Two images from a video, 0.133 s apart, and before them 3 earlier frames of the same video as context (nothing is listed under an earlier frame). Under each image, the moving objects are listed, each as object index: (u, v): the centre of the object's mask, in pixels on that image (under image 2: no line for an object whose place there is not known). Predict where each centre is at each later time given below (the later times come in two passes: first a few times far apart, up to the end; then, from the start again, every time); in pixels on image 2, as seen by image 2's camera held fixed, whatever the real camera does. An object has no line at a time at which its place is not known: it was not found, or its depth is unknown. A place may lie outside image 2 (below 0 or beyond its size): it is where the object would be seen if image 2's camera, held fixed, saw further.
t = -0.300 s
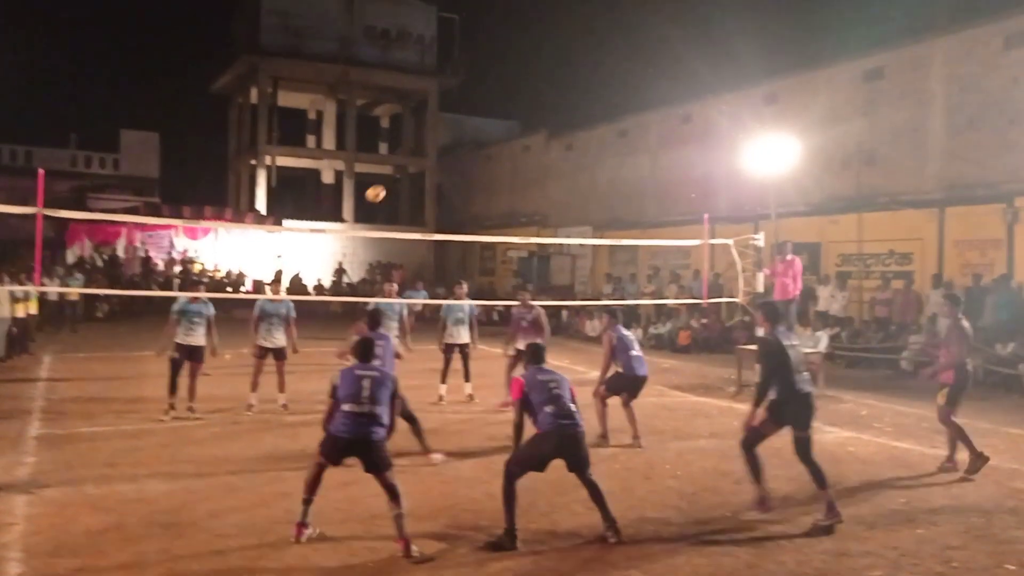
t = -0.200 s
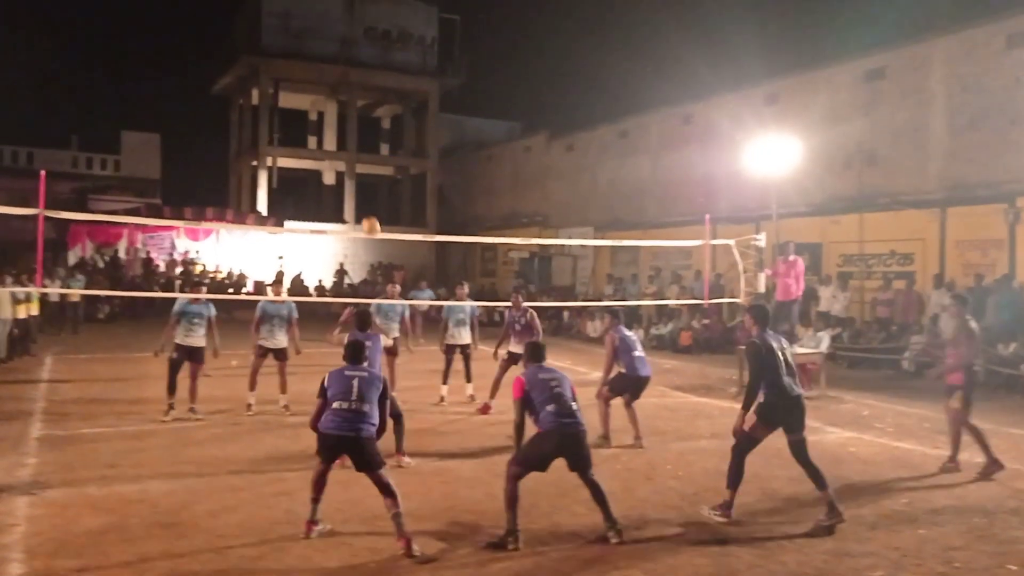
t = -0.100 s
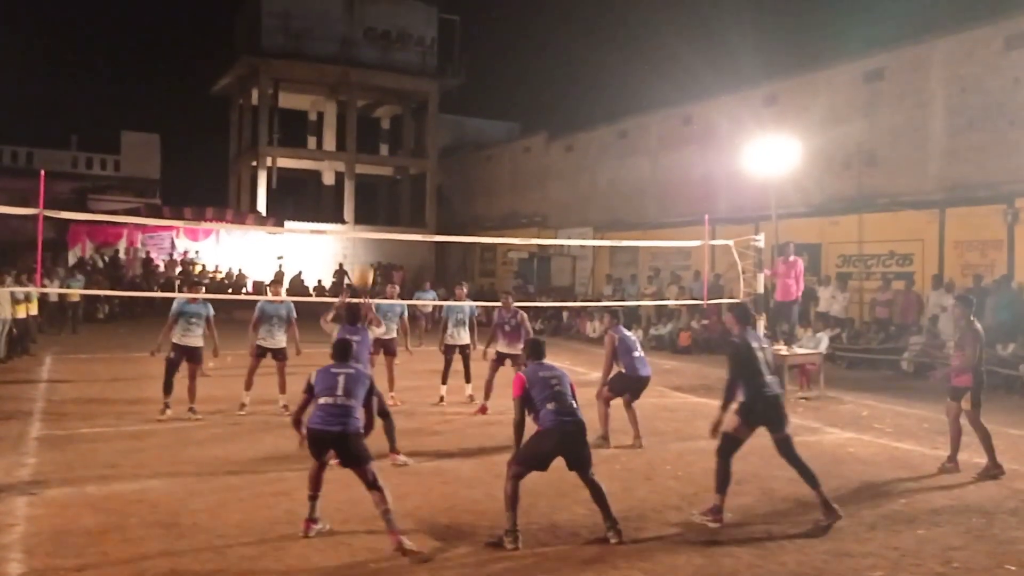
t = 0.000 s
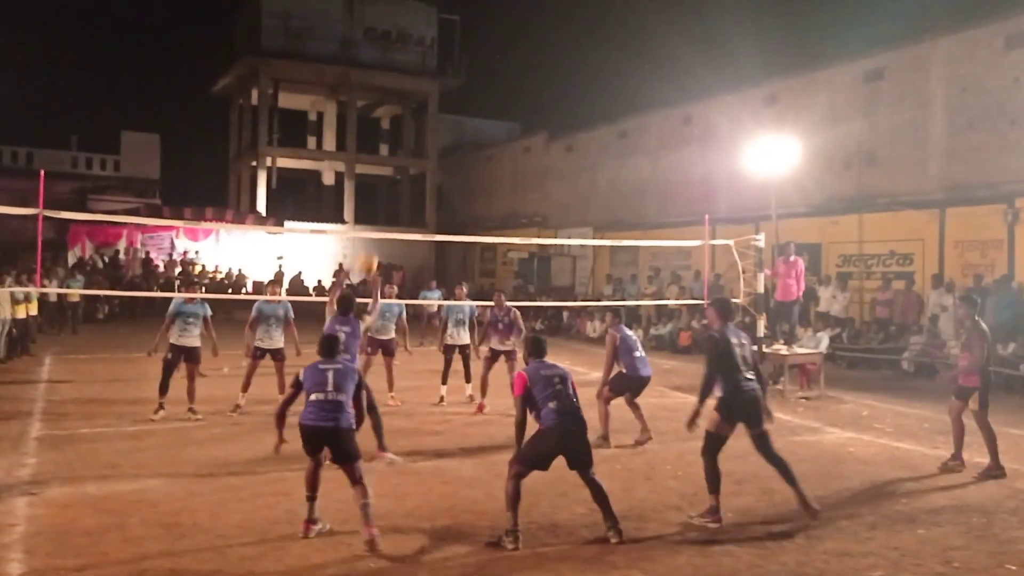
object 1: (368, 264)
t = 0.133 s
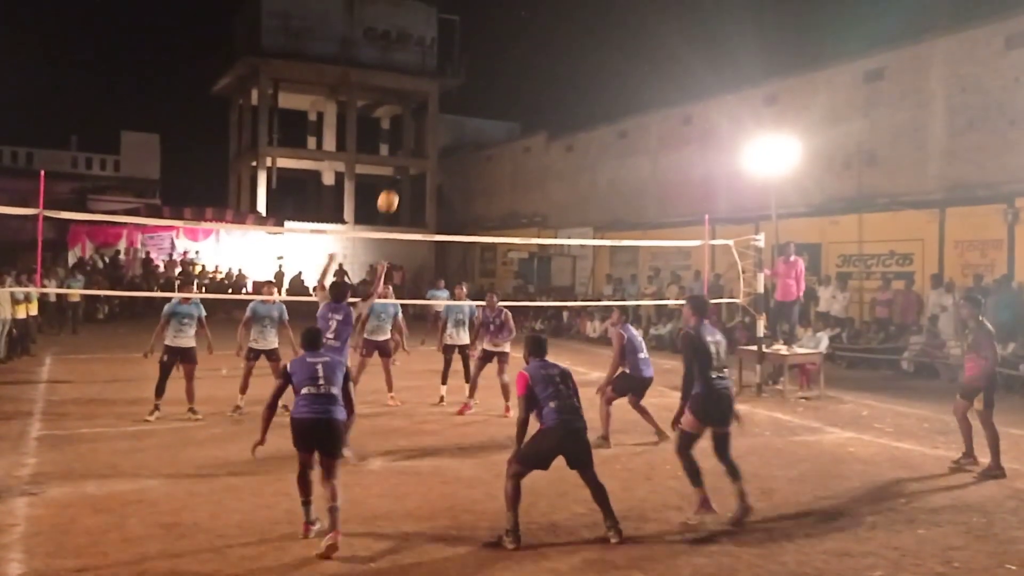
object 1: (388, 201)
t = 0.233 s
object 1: (402, 167)
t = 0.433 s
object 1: (428, 128)
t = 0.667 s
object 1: (454, 128)
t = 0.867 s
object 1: (474, 160)
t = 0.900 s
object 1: (477, 168)
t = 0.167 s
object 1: (393, 188)
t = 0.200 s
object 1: (397, 177)
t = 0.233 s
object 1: (402, 167)
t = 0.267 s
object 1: (406, 157)
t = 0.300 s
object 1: (411, 149)
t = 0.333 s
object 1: (415, 143)
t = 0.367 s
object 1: (419, 137)
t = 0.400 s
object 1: (424, 132)
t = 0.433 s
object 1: (428, 128)
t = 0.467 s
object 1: (432, 125)
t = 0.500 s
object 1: (436, 123)
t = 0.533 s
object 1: (439, 122)
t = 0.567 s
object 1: (443, 122)
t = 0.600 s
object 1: (447, 123)
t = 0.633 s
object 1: (450, 125)
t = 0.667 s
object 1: (454, 128)
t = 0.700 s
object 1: (457, 131)
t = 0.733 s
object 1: (461, 135)
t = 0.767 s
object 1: (464, 140)
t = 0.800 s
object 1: (467, 146)
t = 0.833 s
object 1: (471, 153)
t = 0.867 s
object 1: (474, 160)
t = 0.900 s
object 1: (477, 168)
